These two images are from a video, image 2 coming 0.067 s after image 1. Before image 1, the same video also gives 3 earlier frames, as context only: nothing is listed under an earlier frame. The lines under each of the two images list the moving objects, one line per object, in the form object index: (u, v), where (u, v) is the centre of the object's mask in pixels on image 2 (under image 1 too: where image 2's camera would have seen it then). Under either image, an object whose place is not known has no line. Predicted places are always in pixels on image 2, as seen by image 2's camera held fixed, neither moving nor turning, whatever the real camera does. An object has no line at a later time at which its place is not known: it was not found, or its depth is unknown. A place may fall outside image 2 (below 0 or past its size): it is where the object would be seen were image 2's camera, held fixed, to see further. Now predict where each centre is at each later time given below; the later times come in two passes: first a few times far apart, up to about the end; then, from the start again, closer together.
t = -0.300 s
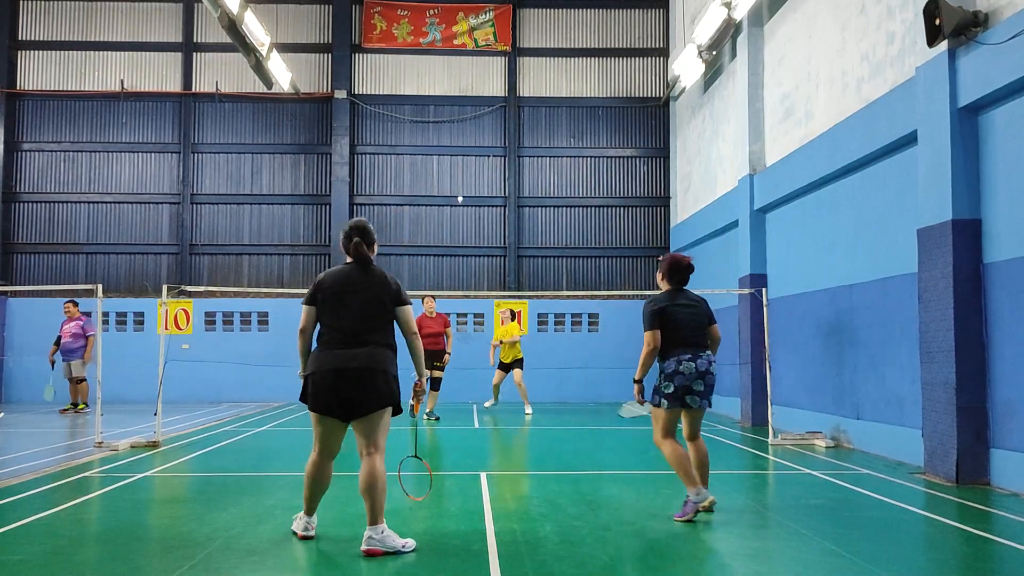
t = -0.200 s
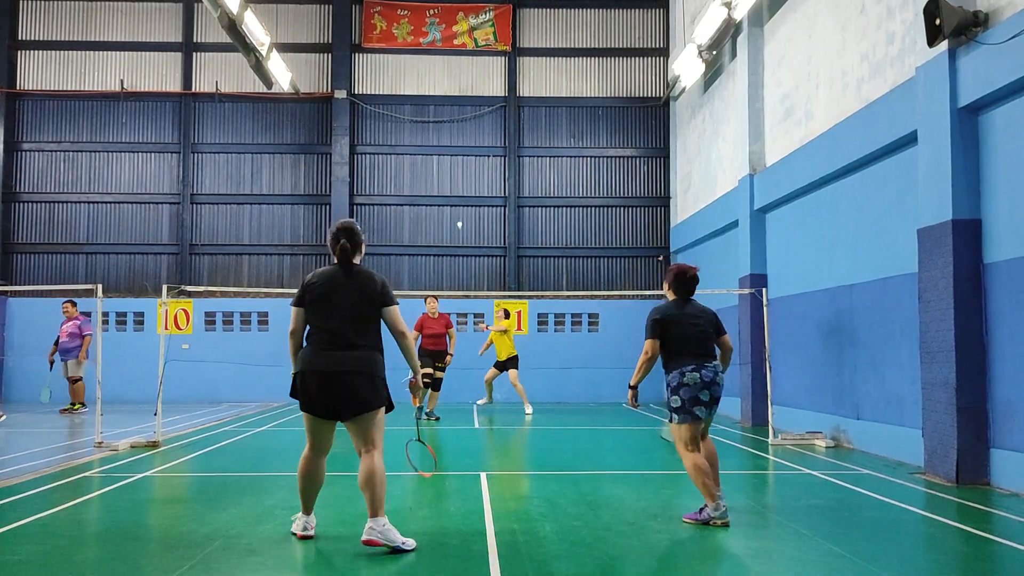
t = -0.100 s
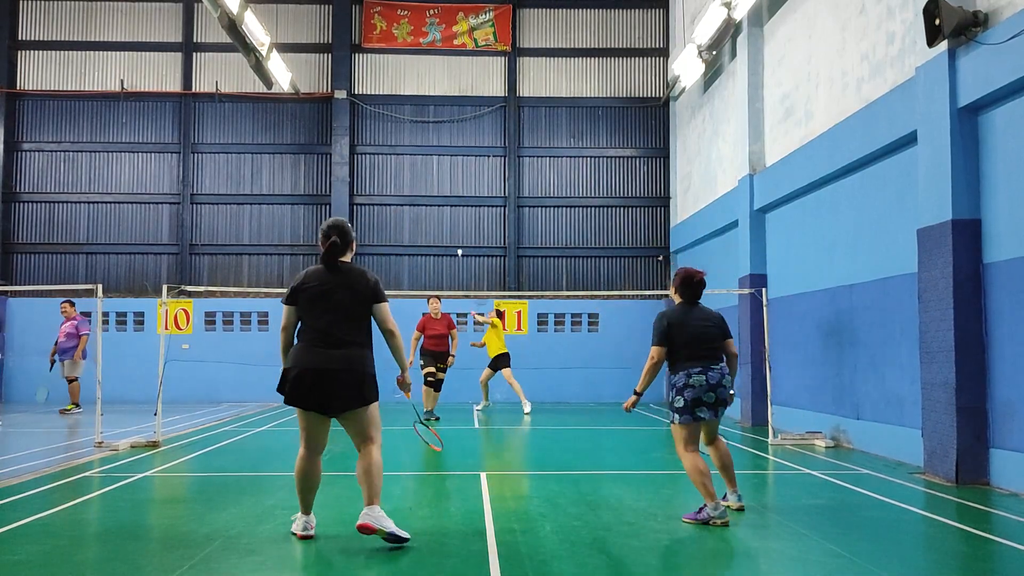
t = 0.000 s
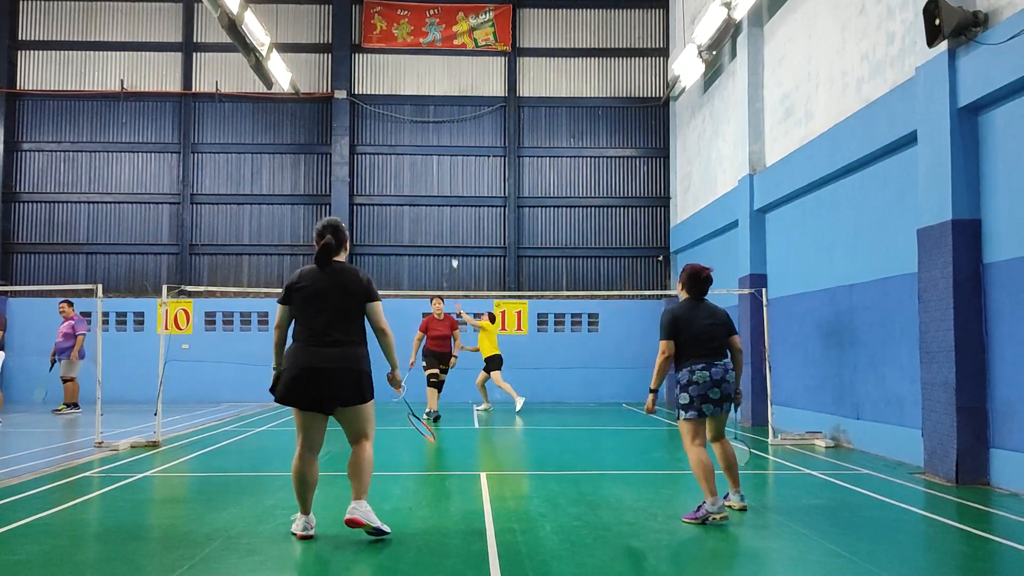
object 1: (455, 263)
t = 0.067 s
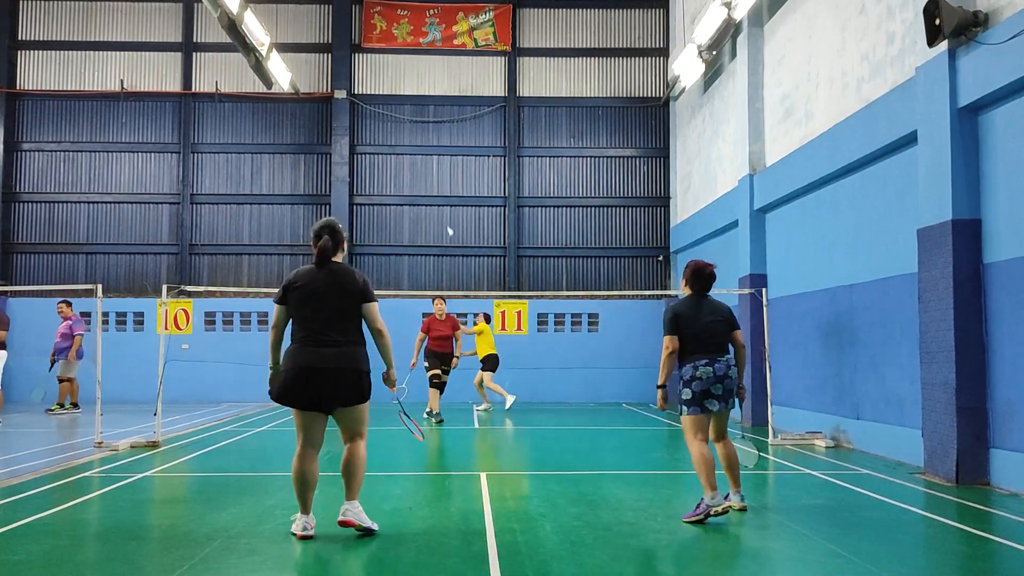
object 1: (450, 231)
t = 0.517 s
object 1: (390, 127)
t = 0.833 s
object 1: (347, 161)
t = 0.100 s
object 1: (445, 217)
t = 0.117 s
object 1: (442, 209)
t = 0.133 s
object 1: (439, 202)
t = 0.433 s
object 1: (401, 134)
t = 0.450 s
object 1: (399, 132)
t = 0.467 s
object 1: (396, 130)
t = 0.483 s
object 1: (394, 129)
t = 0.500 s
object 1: (392, 128)
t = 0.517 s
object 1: (390, 127)
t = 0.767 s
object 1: (357, 146)
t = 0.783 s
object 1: (354, 149)
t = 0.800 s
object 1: (352, 153)
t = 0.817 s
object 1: (350, 157)
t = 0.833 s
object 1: (347, 161)
